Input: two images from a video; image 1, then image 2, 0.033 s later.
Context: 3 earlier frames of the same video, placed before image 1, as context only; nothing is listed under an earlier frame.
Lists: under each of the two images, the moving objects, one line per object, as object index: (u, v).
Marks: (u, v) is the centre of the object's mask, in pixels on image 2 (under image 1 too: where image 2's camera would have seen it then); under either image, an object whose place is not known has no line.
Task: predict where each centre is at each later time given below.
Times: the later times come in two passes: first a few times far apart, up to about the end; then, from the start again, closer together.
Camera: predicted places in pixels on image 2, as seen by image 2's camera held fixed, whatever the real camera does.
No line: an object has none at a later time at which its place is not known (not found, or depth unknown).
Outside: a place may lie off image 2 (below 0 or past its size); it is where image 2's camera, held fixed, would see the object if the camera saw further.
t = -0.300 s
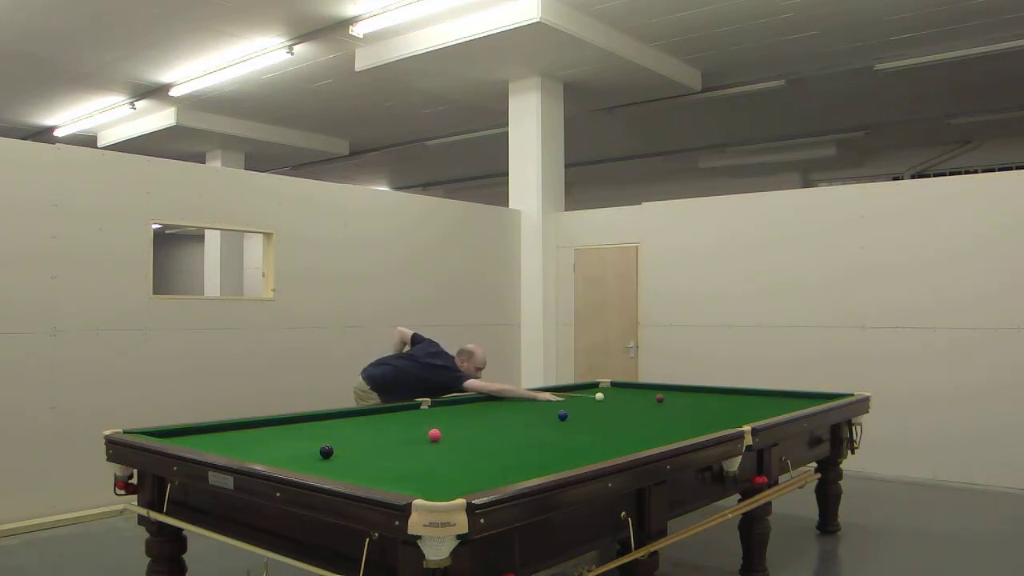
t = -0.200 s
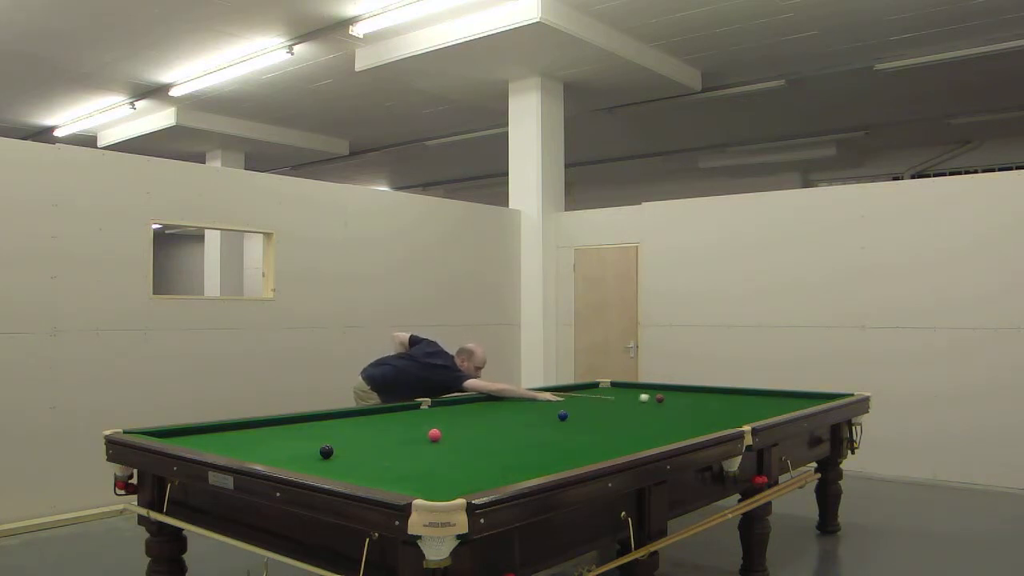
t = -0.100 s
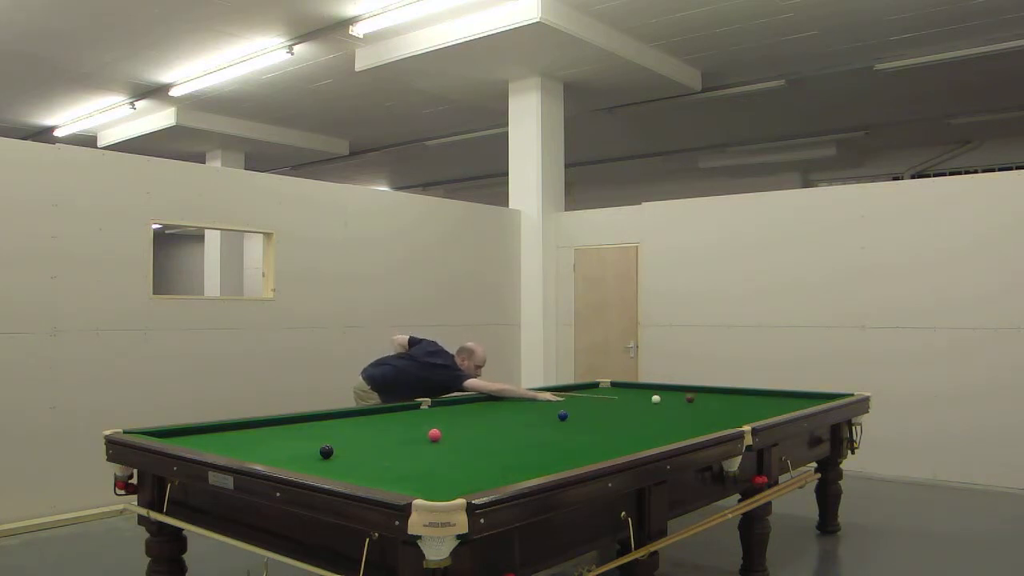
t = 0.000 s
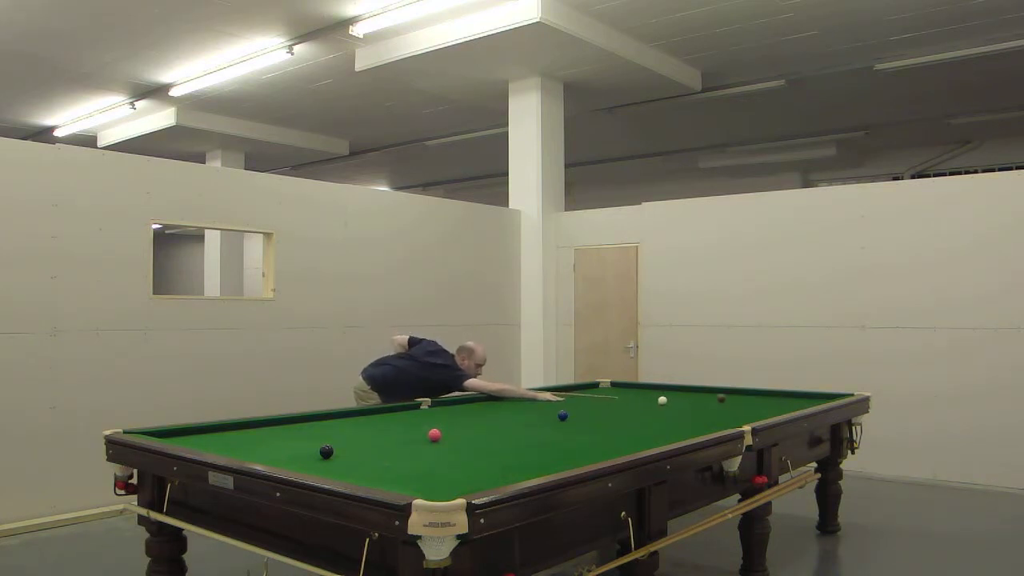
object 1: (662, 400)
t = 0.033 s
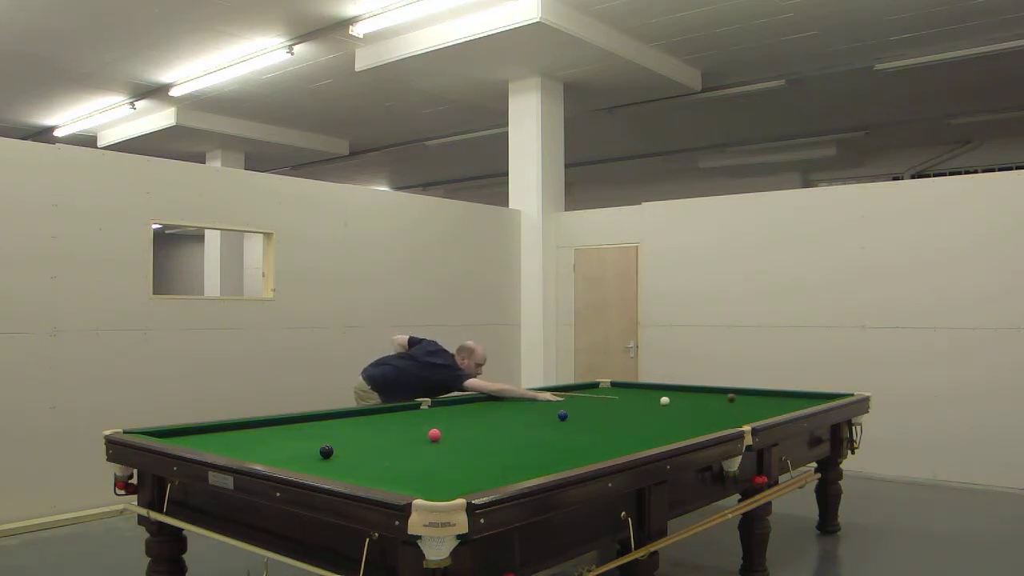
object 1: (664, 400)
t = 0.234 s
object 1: (678, 403)
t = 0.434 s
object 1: (692, 405)
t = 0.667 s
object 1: (709, 409)
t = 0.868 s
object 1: (723, 412)
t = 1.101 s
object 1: (741, 415)
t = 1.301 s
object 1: (755, 416)
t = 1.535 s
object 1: (743, 418)
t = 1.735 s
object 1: (727, 418)
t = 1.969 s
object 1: (709, 418)
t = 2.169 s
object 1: (695, 418)
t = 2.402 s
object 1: (679, 418)
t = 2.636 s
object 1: (665, 418)
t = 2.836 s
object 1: (653, 418)
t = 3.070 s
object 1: (641, 418)
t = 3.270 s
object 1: (631, 417)
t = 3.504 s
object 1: (621, 418)
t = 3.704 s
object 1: (613, 417)
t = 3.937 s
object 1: (605, 417)
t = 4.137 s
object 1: (599, 417)
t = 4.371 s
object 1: (594, 417)
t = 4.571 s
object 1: (589, 417)
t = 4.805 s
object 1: (586, 417)
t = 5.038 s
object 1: (583, 417)
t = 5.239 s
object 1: (581, 417)
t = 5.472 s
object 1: (580, 417)
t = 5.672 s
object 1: (580, 417)
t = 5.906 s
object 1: (580, 417)
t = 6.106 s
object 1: (580, 417)
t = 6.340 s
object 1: (580, 417)
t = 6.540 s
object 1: (580, 417)
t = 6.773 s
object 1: (580, 417)
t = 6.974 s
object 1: (580, 417)
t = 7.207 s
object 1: (580, 417)
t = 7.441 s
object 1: (580, 417)
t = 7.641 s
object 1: (580, 417)
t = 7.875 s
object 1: (580, 417)
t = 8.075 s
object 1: (580, 417)
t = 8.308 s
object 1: (580, 417)
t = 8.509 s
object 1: (580, 417)
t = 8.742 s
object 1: (580, 417)
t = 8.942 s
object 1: (580, 417)
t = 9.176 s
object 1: (580, 417)
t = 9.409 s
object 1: (580, 417)
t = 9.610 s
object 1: (580, 417)
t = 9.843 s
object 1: (580, 417)
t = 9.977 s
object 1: (580, 417)
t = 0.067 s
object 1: (667, 401)
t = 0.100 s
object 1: (669, 401)
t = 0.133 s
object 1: (671, 402)
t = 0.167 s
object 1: (674, 402)
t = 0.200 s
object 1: (676, 403)
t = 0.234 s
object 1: (678, 403)
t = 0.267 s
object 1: (680, 403)
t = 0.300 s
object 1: (683, 404)
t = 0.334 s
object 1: (685, 404)
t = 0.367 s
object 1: (687, 404)
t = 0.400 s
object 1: (690, 405)
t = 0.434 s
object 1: (692, 405)
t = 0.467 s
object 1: (694, 406)
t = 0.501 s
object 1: (697, 406)
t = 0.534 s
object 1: (699, 407)
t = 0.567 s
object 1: (702, 407)
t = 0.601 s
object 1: (704, 408)
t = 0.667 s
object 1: (709, 409)
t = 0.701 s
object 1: (711, 409)
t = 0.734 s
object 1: (714, 410)
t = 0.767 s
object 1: (716, 410)
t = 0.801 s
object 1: (719, 411)
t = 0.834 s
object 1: (721, 411)
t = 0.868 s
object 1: (723, 412)
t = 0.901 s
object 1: (726, 412)
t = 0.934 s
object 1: (728, 413)
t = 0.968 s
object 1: (731, 413)
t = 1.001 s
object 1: (733, 413)
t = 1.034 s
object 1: (736, 414)
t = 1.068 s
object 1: (738, 414)
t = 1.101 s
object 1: (741, 415)
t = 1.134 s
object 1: (743, 415)
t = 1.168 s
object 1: (746, 415)
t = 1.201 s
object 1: (748, 416)
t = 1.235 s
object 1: (751, 416)
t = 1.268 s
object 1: (753, 416)
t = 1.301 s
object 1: (755, 416)
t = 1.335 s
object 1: (758, 417)
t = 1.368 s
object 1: (757, 417)
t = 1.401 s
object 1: (754, 417)
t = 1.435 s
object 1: (751, 417)
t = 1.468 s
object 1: (748, 418)
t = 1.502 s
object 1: (746, 418)
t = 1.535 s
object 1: (743, 418)
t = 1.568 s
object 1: (740, 418)
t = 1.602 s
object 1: (737, 418)
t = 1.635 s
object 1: (735, 418)
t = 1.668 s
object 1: (732, 418)
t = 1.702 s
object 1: (730, 418)
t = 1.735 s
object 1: (727, 418)
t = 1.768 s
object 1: (724, 418)
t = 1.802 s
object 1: (722, 418)
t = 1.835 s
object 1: (719, 418)
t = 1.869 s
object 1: (717, 418)
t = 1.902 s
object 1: (714, 418)
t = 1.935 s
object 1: (711, 418)
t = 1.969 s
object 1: (709, 418)
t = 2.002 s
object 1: (707, 418)
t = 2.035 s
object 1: (704, 418)
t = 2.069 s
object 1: (702, 418)
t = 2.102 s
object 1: (699, 418)
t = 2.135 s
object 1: (697, 418)
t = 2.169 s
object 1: (695, 418)
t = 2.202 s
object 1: (692, 418)
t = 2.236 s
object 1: (690, 419)
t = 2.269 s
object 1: (688, 418)
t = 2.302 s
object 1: (686, 418)
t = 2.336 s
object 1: (684, 418)
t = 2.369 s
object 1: (681, 418)
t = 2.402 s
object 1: (679, 418)
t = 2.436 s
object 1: (677, 418)
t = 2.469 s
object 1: (675, 418)
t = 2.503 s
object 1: (673, 418)
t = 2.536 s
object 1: (671, 418)
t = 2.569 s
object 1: (669, 418)
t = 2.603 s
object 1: (666, 418)
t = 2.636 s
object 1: (665, 418)
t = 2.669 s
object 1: (663, 418)
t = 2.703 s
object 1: (661, 418)
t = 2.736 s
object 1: (659, 418)
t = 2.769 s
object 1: (657, 418)
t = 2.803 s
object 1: (655, 418)
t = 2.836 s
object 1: (653, 418)
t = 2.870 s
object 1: (651, 418)
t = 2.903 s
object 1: (650, 418)
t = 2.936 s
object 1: (648, 418)
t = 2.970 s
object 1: (646, 418)
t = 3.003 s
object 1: (644, 418)
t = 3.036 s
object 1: (643, 418)
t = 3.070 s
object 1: (641, 418)
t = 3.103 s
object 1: (639, 418)
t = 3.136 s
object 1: (638, 418)
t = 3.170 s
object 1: (636, 418)
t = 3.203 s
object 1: (634, 418)
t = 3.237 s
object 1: (633, 418)
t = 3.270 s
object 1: (631, 417)
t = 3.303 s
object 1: (630, 418)
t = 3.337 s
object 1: (628, 418)
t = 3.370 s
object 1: (627, 418)
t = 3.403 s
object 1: (625, 418)
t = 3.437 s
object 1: (624, 418)
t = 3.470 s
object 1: (622, 417)
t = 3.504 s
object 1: (621, 418)
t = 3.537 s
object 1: (620, 417)
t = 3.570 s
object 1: (618, 417)
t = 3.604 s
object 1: (617, 417)
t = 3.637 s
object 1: (616, 417)
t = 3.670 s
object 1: (614, 417)
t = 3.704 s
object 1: (613, 417)
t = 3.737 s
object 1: (612, 417)
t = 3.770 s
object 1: (611, 417)
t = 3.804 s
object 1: (610, 417)
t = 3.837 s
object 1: (609, 417)
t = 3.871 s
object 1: (607, 417)
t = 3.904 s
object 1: (606, 417)
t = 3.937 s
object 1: (605, 417)
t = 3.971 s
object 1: (604, 417)
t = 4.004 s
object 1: (603, 417)
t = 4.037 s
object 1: (602, 417)
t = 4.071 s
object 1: (601, 417)
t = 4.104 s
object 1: (600, 417)
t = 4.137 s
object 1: (599, 417)
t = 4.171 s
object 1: (598, 417)
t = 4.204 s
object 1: (598, 417)
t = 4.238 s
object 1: (597, 417)
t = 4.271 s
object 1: (596, 417)
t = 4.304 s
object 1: (595, 417)
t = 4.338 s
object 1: (594, 417)
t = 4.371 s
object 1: (594, 417)
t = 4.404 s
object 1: (593, 417)
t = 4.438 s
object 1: (592, 417)
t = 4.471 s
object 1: (591, 417)
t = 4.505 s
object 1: (591, 417)
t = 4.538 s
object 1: (590, 417)
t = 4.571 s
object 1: (589, 417)
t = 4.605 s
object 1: (589, 417)
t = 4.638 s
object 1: (588, 417)
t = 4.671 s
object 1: (588, 417)
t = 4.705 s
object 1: (587, 417)
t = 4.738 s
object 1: (586, 417)
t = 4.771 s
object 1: (586, 417)
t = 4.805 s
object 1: (586, 417)
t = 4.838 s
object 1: (585, 417)
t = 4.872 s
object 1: (585, 417)
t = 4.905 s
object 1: (584, 417)
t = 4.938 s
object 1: (584, 417)
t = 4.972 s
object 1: (583, 417)
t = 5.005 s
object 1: (583, 417)
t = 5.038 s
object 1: (583, 417)
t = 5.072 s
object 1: (583, 417)
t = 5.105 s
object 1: (582, 417)
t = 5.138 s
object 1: (582, 417)
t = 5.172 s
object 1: (582, 417)
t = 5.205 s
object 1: (582, 417)
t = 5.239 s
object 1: (581, 417)
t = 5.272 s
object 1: (581, 417)
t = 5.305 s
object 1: (581, 417)
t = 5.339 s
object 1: (581, 417)
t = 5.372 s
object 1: (581, 417)
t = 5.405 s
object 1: (581, 417)
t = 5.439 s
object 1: (581, 417)
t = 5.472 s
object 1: (580, 417)
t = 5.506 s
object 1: (580, 417)
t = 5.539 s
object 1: (580, 417)
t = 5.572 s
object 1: (580, 417)
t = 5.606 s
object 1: (580, 417)
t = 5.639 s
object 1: (580, 417)
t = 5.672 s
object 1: (580, 417)
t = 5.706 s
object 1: (580, 417)
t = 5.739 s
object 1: (580, 417)
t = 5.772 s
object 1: (580, 417)
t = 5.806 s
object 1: (580, 417)
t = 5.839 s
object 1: (580, 417)
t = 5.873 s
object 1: (580, 417)
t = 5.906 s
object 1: (580, 417)
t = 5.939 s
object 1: (580, 417)
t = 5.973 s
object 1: (580, 417)
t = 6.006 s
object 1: (580, 417)
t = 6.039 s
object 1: (580, 417)
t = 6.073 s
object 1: (580, 417)
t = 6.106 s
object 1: (580, 417)
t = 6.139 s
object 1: (580, 417)
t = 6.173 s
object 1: (580, 417)
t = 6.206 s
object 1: (580, 417)
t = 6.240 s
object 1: (580, 417)
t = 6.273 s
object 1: (580, 417)
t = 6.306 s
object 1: (580, 417)
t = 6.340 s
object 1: (580, 417)
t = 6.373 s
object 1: (580, 417)
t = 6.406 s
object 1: (580, 417)
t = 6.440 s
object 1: (580, 417)
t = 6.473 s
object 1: (580, 417)
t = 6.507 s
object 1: (580, 417)
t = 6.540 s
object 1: (580, 417)
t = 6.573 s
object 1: (580, 417)
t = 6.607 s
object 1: (580, 417)
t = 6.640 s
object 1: (580, 417)
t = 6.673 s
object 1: (580, 417)
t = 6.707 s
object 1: (580, 417)
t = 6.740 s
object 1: (580, 417)
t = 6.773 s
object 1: (580, 417)
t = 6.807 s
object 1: (580, 417)
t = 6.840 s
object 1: (580, 417)
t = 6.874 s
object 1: (580, 417)
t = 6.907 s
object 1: (580, 417)
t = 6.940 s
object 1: (580, 417)
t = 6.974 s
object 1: (580, 417)
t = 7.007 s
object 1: (580, 417)
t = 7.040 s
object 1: (580, 417)
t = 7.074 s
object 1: (580, 417)
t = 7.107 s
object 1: (580, 417)
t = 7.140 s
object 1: (580, 417)
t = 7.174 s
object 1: (580, 417)
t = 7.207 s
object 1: (580, 417)
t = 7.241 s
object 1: (580, 417)
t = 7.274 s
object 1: (580, 417)
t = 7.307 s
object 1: (580, 417)
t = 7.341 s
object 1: (580, 417)
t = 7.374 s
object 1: (580, 417)
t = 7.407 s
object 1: (580, 417)
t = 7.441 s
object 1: (580, 417)
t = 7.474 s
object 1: (580, 417)
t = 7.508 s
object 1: (580, 417)
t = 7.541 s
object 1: (580, 417)
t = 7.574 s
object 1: (580, 417)
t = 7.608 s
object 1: (580, 417)
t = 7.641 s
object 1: (580, 417)
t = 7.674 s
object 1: (580, 417)
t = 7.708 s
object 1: (580, 417)
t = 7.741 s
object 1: (580, 417)
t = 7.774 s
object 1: (580, 417)
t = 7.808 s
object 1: (580, 417)
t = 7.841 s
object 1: (580, 417)
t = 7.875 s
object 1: (580, 417)
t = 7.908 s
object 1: (580, 417)
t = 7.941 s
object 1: (580, 417)
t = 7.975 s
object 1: (580, 417)
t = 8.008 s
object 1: (580, 417)
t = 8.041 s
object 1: (580, 417)
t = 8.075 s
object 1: (580, 417)
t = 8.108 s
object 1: (580, 417)
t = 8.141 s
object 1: (580, 417)
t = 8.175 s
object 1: (580, 417)
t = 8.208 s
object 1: (580, 417)
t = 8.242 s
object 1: (580, 417)
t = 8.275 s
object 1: (580, 417)
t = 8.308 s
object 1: (580, 417)
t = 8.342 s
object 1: (580, 417)
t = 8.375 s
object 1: (580, 417)
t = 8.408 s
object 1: (580, 417)
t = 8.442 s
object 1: (580, 417)
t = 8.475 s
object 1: (580, 417)
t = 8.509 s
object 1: (580, 417)
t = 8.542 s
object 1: (580, 417)
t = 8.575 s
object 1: (580, 417)
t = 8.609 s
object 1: (580, 417)
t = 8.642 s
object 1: (580, 417)
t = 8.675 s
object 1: (580, 417)
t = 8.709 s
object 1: (580, 417)
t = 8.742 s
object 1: (580, 417)
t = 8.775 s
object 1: (580, 417)
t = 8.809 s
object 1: (580, 417)
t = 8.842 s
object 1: (580, 417)
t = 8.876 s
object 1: (580, 417)
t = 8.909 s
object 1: (580, 417)
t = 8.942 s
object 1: (580, 417)
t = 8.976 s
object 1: (580, 417)
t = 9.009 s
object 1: (580, 417)
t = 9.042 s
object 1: (580, 417)
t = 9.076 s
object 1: (580, 417)
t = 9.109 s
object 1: (580, 417)
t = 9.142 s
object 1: (580, 417)
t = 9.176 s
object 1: (580, 417)
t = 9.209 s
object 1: (580, 417)
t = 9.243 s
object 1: (580, 417)
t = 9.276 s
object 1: (580, 417)
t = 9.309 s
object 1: (580, 417)
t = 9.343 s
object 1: (580, 417)
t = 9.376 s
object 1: (580, 417)
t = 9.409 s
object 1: (580, 417)
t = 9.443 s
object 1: (580, 417)
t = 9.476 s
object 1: (580, 417)
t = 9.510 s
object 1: (580, 417)
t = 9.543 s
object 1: (580, 417)
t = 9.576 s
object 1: (580, 417)
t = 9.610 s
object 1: (580, 417)
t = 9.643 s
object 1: (580, 417)
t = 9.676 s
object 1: (580, 417)
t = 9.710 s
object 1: (580, 417)
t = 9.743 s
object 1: (580, 417)
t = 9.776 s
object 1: (580, 417)
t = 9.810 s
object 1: (580, 417)
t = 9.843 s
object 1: (580, 417)
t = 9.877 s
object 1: (580, 417)
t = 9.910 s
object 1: (580, 417)
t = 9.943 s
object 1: (580, 417)
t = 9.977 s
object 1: (580, 417)
